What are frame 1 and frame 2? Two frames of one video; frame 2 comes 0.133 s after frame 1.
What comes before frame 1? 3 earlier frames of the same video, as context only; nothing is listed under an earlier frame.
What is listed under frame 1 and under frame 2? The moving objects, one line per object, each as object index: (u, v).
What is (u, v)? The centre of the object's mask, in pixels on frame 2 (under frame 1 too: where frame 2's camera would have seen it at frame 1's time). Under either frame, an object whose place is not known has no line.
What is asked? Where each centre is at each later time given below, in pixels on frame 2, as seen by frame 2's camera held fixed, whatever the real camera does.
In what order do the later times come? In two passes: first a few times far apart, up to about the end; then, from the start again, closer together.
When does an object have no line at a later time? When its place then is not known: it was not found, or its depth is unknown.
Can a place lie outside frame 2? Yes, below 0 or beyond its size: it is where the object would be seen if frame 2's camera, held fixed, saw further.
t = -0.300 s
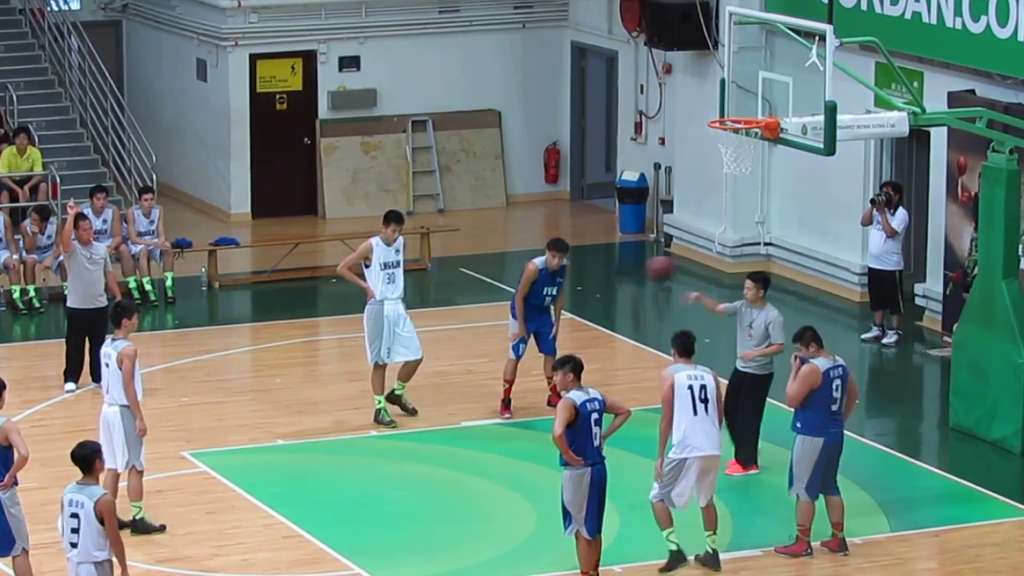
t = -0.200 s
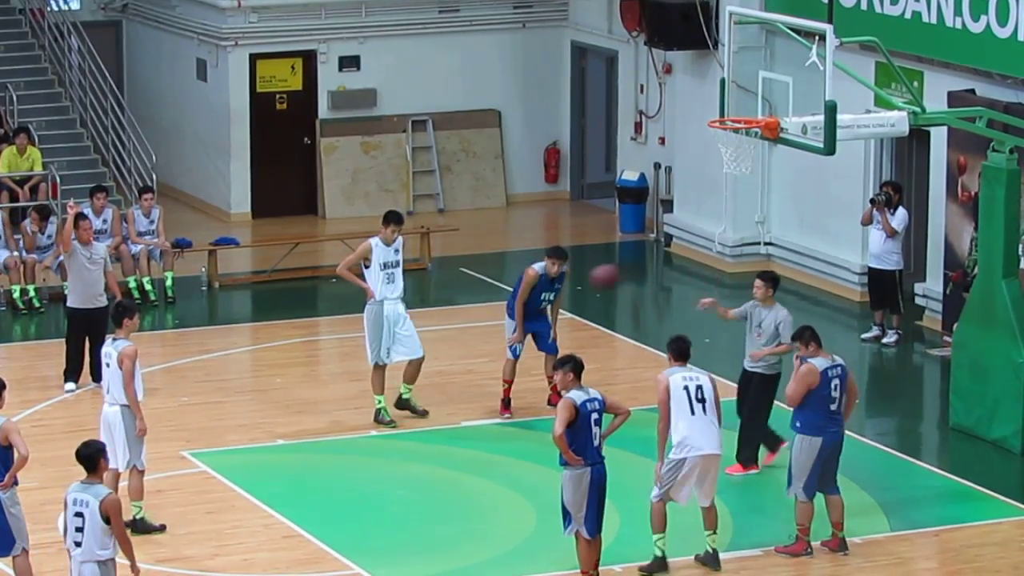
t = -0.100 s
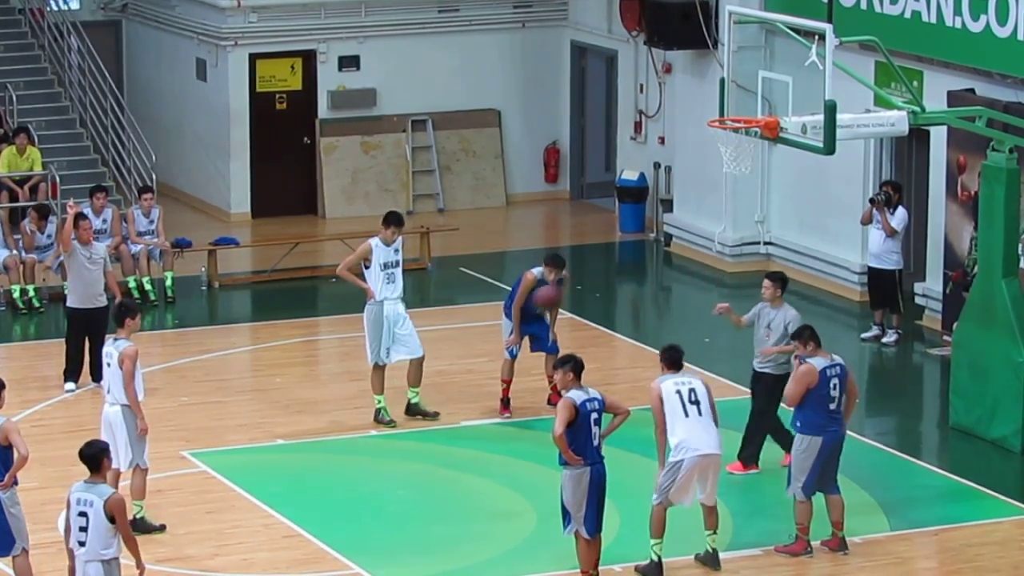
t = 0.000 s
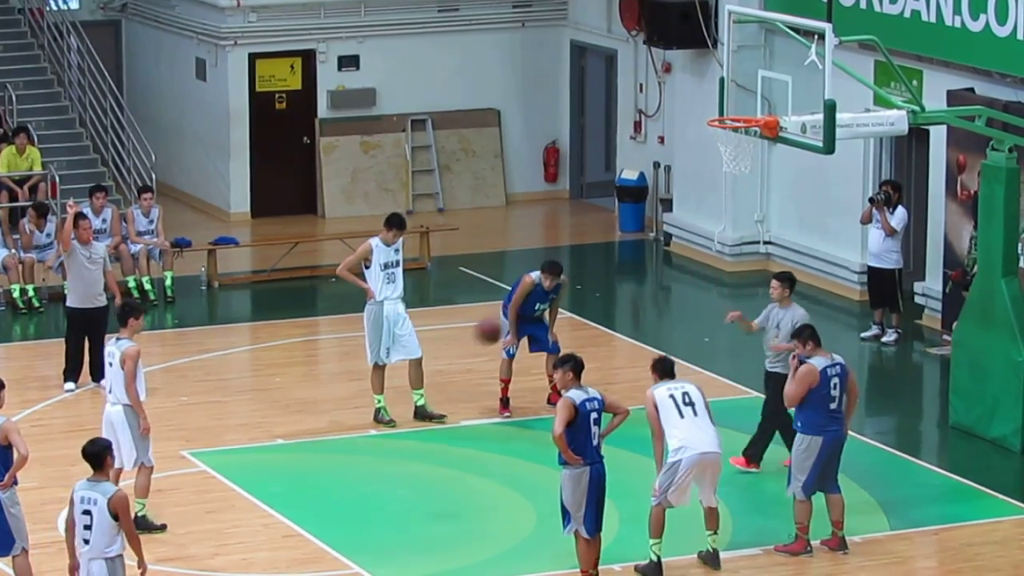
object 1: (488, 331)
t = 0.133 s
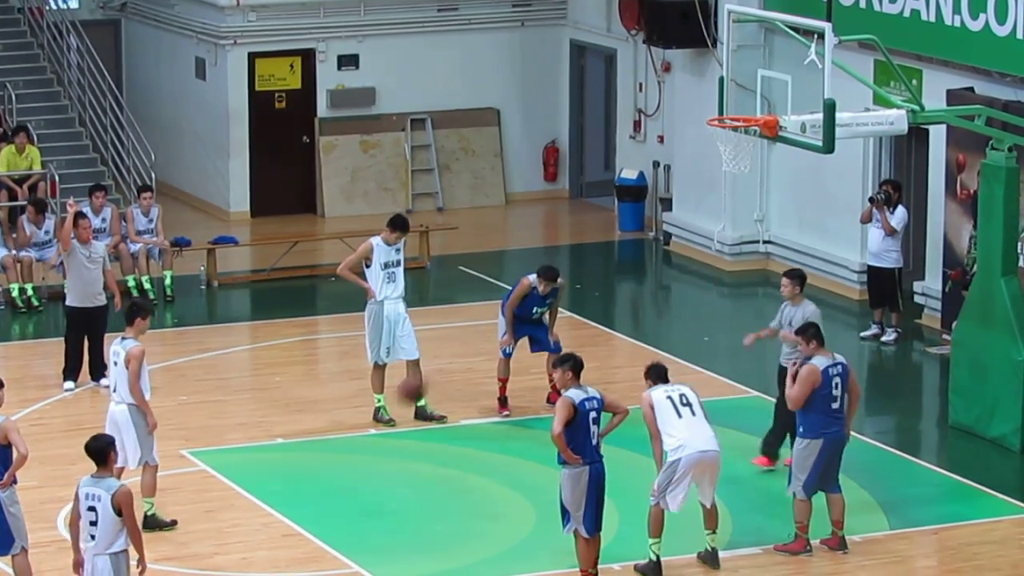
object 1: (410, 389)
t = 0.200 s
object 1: (372, 426)
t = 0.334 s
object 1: (306, 478)
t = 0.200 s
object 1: (372, 426)
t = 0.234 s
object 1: (354, 448)
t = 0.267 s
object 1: (335, 470)
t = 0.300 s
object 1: (316, 493)
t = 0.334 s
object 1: (306, 478)
